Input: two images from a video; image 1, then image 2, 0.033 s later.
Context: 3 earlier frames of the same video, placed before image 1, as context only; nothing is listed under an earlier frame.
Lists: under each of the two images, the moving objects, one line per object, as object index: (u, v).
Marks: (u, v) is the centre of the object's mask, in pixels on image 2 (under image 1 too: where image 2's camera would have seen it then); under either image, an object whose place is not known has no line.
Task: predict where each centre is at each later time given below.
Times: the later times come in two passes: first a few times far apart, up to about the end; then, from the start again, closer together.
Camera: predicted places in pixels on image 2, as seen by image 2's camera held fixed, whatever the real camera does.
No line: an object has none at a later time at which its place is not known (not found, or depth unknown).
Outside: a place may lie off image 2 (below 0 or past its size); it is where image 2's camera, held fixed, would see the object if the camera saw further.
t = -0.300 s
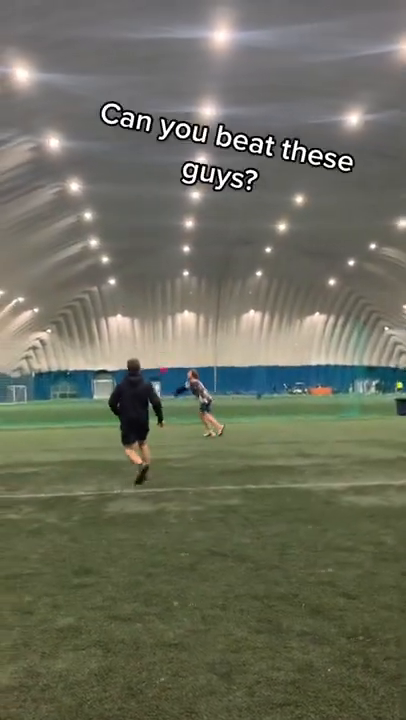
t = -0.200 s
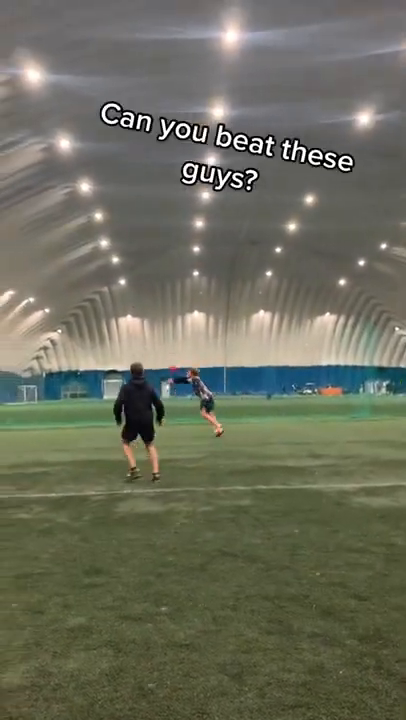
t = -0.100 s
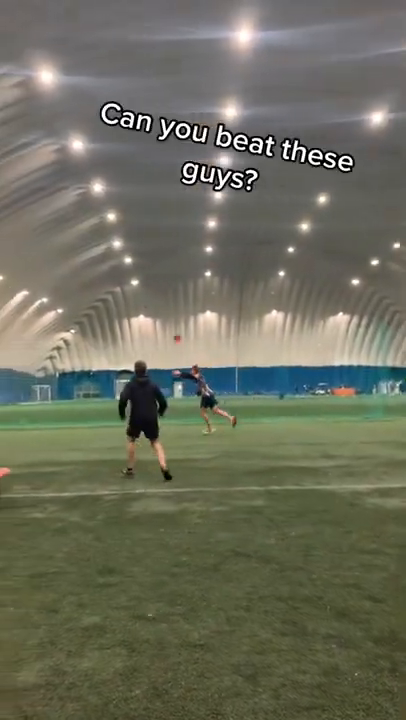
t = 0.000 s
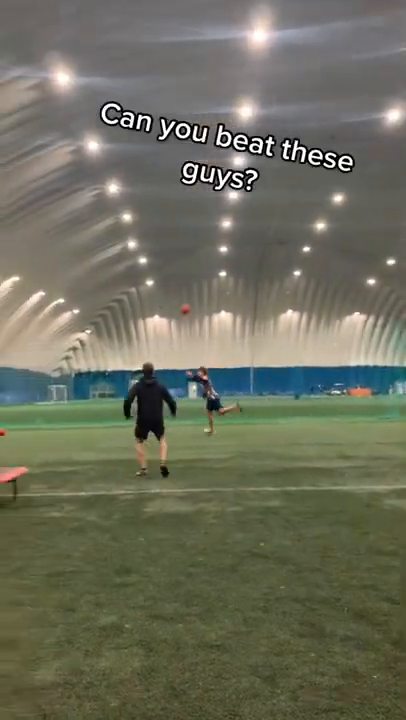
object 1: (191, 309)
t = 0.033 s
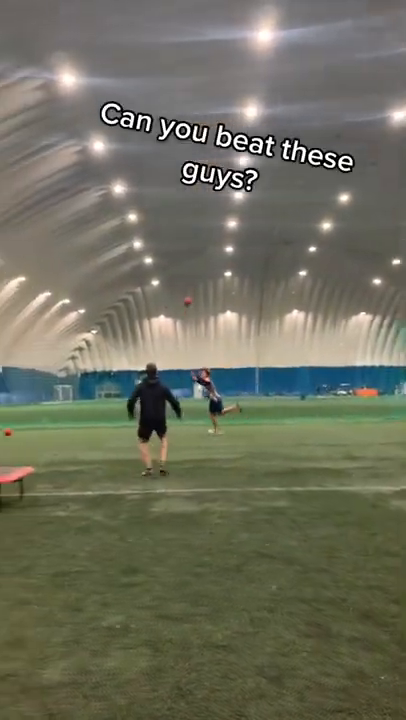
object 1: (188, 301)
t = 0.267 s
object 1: (171, 256)
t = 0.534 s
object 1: (152, 230)
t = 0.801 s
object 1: (135, 232)
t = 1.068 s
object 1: (116, 263)
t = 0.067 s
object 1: (186, 293)
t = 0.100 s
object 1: (183, 286)
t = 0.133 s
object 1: (180, 279)
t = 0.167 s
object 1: (178, 272)
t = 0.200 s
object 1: (175, 266)
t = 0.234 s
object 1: (173, 261)
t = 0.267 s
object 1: (171, 256)
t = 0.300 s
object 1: (169, 250)
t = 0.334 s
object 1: (166, 247)
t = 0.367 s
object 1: (164, 243)
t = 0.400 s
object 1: (161, 240)
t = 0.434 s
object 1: (158, 236)
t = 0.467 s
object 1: (156, 234)
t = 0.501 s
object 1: (154, 232)
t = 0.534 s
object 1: (152, 230)
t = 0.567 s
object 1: (149, 229)
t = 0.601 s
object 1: (147, 228)
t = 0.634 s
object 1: (145, 228)
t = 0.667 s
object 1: (143, 228)
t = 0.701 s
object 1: (141, 228)
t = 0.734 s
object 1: (139, 229)
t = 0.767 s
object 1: (137, 230)
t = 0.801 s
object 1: (135, 232)
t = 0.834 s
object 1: (132, 234)
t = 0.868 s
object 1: (130, 236)
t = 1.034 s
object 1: (119, 258)
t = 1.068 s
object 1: (116, 263)
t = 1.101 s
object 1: (114, 270)
